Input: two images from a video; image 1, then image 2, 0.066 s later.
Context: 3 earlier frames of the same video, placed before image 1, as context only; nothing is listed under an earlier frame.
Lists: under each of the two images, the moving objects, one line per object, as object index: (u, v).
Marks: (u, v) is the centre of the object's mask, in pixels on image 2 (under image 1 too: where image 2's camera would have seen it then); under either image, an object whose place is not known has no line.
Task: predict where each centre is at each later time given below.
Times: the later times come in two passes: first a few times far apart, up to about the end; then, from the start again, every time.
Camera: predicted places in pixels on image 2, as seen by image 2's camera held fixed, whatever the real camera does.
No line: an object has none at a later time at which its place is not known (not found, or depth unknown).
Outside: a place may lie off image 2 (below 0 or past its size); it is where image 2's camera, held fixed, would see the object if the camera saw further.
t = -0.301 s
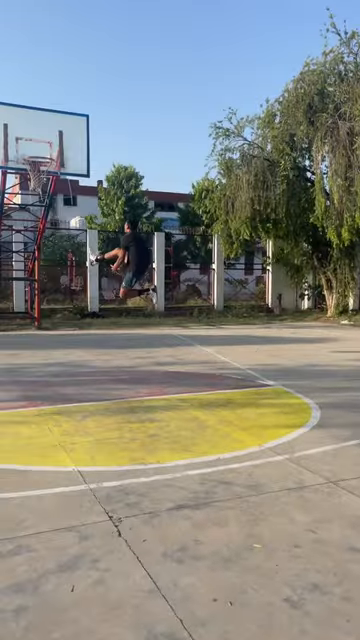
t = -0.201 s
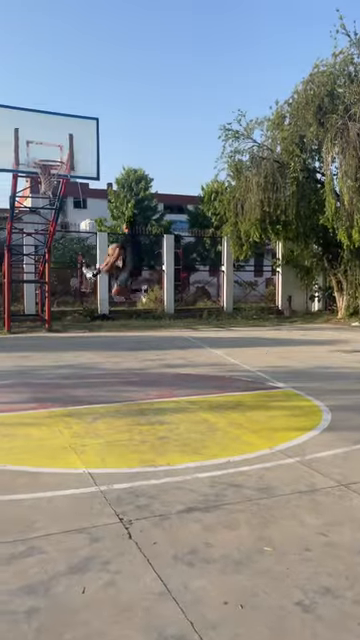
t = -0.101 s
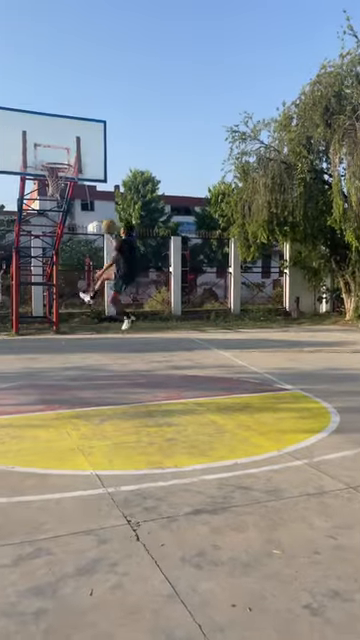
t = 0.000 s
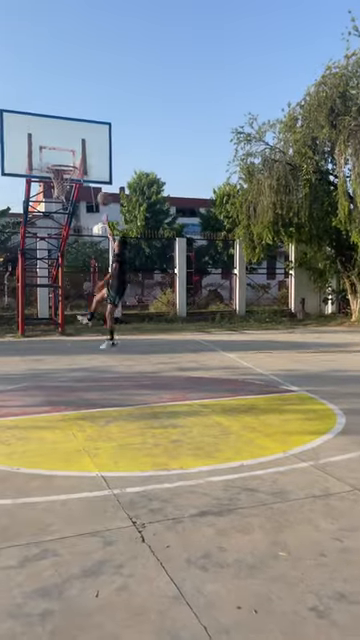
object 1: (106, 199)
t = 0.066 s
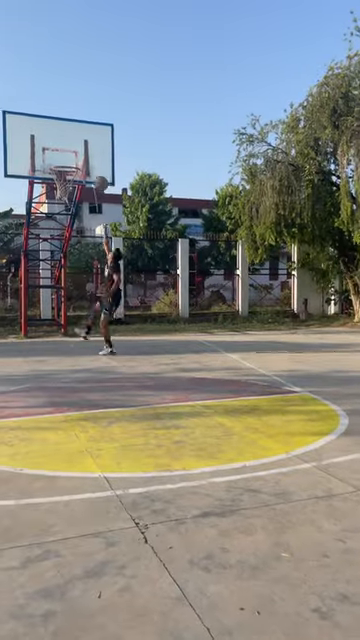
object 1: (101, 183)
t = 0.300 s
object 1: (79, 146)
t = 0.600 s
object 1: (66, 140)
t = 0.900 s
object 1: (57, 181)
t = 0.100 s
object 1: (97, 175)
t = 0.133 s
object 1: (95, 169)
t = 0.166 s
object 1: (92, 164)
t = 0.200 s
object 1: (88, 158)
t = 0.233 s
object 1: (85, 153)
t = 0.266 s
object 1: (82, 150)
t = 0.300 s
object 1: (79, 146)
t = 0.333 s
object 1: (77, 144)
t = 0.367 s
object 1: (74, 142)
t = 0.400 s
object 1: (72, 140)
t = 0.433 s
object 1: (71, 138)
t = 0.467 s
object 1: (69, 137)
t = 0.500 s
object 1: (68, 137)
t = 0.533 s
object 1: (67, 138)
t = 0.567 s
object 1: (66, 139)
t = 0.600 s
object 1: (66, 140)
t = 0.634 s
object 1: (65, 143)
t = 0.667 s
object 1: (64, 146)
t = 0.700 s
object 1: (62, 150)
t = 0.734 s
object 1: (61, 154)
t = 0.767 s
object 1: (61, 159)
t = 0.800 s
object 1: (59, 165)
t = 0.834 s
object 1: (59, 168)
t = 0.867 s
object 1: (58, 178)
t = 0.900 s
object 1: (57, 181)
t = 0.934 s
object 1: (57, 186)
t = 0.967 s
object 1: (57, 190)
